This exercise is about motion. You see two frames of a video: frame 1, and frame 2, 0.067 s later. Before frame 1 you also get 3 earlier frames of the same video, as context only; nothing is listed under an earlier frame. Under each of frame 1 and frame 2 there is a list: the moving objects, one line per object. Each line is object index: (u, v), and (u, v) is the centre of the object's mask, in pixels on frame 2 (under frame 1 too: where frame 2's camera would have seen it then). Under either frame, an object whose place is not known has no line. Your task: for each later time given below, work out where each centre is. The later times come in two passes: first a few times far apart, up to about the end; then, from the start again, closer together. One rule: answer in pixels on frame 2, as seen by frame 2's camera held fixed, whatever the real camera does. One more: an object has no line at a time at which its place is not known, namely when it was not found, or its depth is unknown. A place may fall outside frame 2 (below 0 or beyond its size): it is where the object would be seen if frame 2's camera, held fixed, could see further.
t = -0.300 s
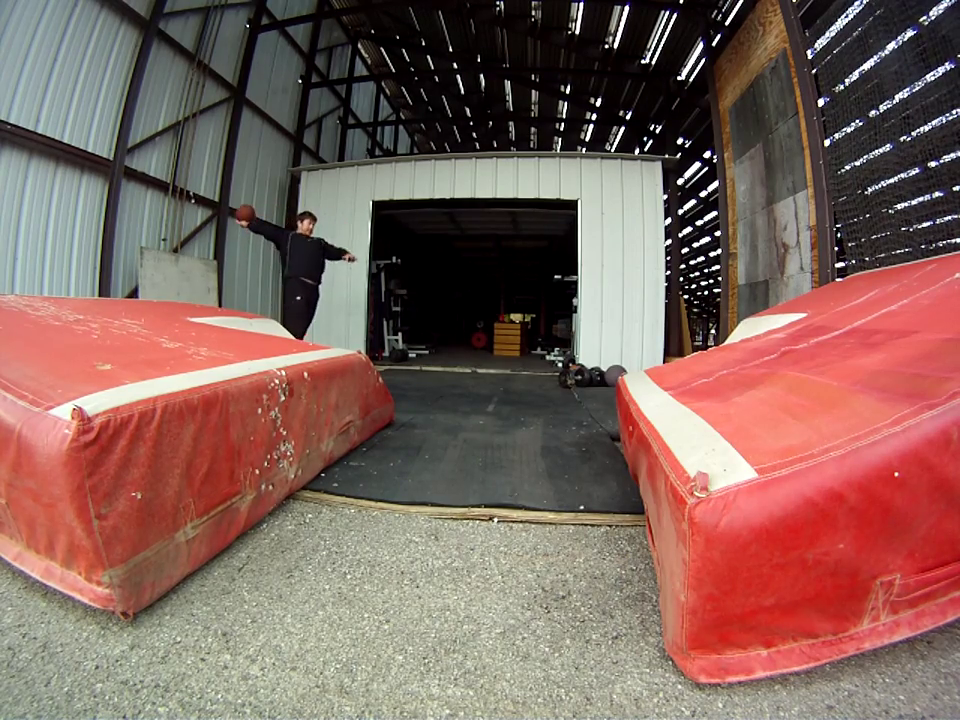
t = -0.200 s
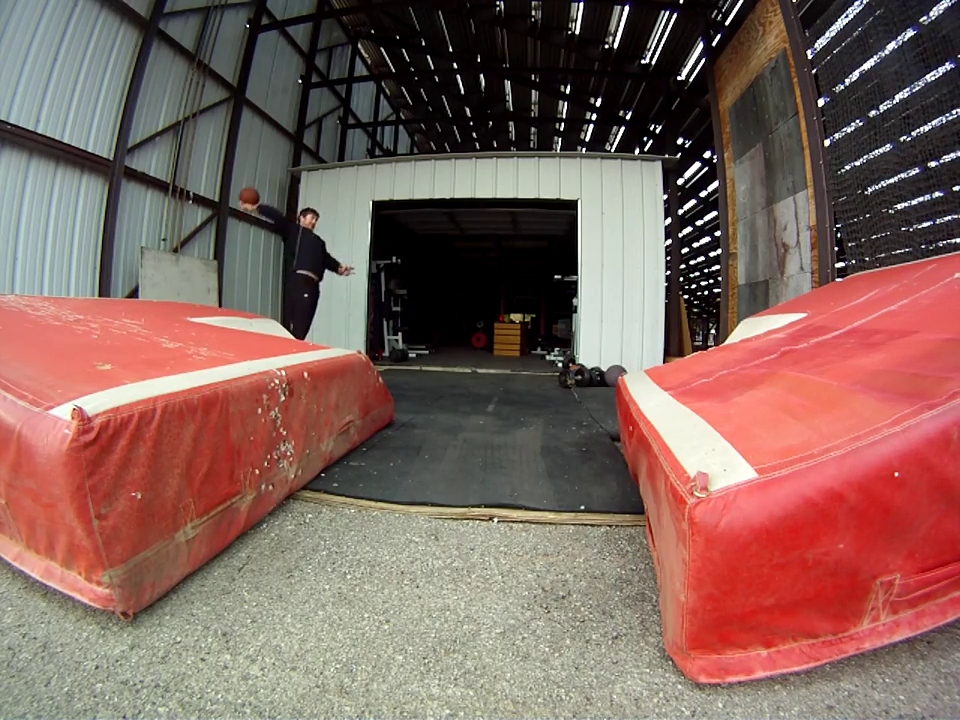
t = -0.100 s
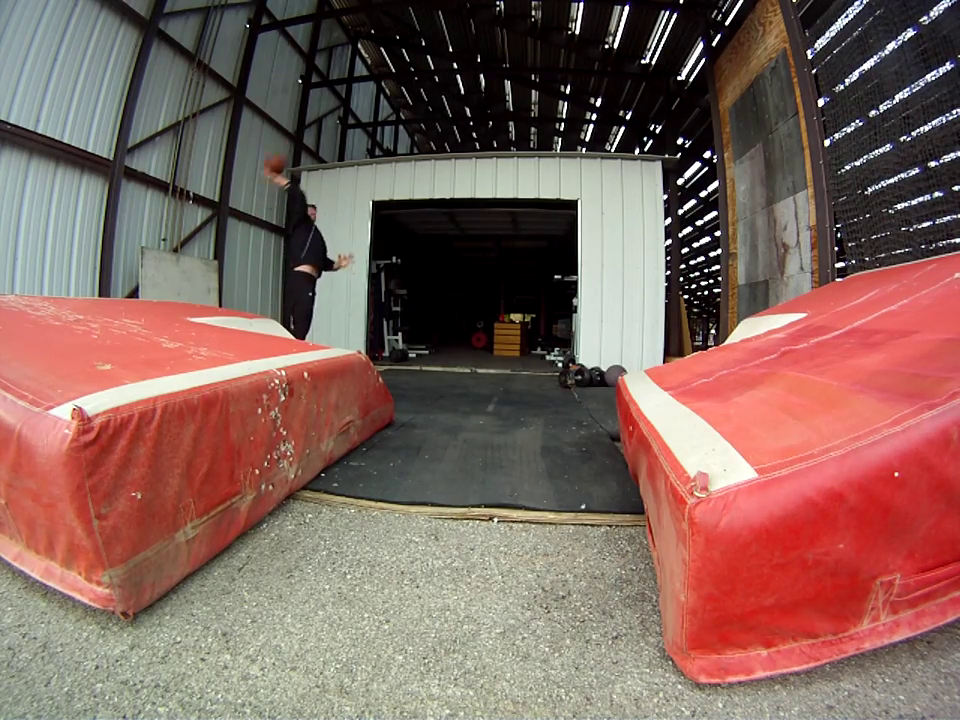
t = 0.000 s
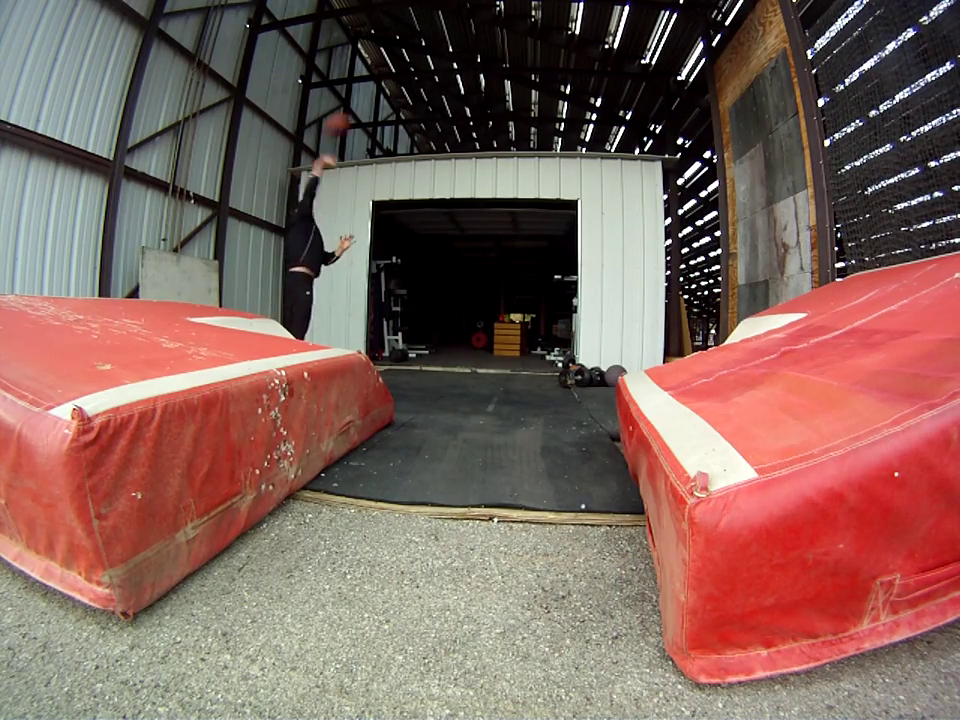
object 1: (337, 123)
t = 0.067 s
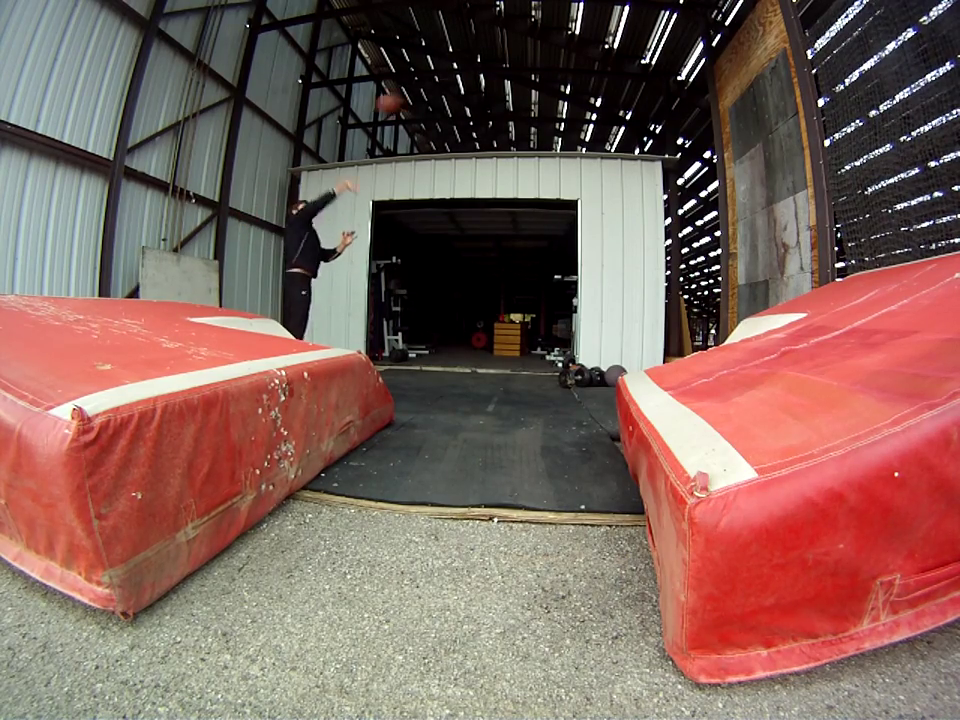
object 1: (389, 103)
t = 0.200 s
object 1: (497, 80)
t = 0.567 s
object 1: (763, 143)
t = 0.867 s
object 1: (669, 236)
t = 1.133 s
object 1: (568, 378)
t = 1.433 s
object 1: (492, 278)
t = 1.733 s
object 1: (412, 285)
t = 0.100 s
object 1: (415, 96)
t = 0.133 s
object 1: (442, 89)
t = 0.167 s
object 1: (469, 84)
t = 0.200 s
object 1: (497, 80)
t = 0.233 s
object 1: (525, 79)
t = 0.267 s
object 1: (551, 78)
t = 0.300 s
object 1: (580, 80)
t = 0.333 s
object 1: (607, 84)
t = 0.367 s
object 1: (634, 87)
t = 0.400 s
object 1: (661, 93)
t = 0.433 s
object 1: (687, 101)
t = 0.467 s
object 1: (709, 110)
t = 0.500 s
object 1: (738, 122)
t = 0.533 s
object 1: (762, 134)
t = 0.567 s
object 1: (763, 143)
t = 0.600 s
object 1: (751, 145)
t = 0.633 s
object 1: (742, 151)
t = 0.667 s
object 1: (732, 159)
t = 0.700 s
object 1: (721, 168)
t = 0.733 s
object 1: (711, 179)
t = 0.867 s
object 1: (669, 236)
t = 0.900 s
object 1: (656, 256)
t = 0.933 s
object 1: (644, 277)
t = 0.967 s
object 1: (631, 300)
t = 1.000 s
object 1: (617, 325)
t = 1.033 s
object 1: (604, 350)
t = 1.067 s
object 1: (588, 379)
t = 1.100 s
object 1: (577, 395)
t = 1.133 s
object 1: (568, 378)
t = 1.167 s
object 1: (560, 362)
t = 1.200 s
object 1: (552, 346)
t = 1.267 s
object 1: (535, 321)
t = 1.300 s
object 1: (526, 309)
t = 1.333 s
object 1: (518, 299)
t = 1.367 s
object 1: (509, 291)
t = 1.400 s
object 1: (500, 284)
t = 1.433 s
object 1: (492, 278)
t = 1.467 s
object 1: (483, 273)
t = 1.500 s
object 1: (474, 270)
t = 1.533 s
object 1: (465, 268)
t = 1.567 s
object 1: (456, 268)
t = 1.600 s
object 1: (447, 269)
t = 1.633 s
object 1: (438, 271)
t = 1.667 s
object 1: (430, 274)
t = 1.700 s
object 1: (421, 279)
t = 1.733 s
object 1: (412, 285)
